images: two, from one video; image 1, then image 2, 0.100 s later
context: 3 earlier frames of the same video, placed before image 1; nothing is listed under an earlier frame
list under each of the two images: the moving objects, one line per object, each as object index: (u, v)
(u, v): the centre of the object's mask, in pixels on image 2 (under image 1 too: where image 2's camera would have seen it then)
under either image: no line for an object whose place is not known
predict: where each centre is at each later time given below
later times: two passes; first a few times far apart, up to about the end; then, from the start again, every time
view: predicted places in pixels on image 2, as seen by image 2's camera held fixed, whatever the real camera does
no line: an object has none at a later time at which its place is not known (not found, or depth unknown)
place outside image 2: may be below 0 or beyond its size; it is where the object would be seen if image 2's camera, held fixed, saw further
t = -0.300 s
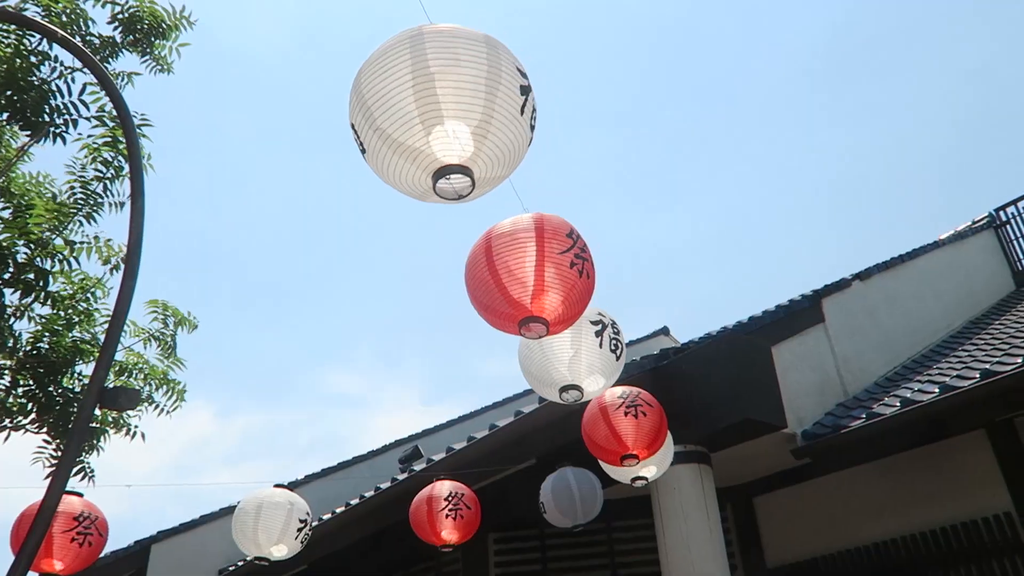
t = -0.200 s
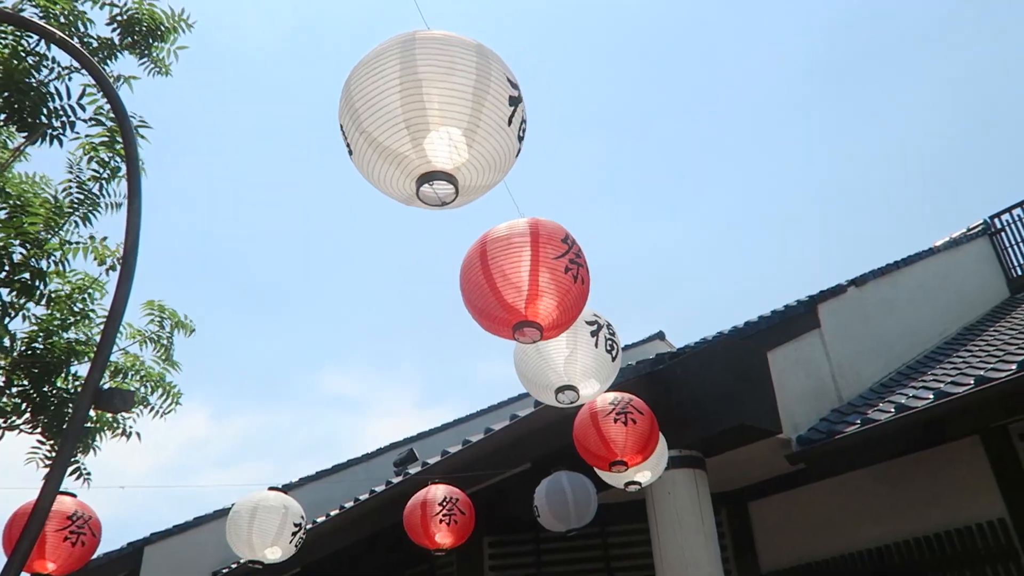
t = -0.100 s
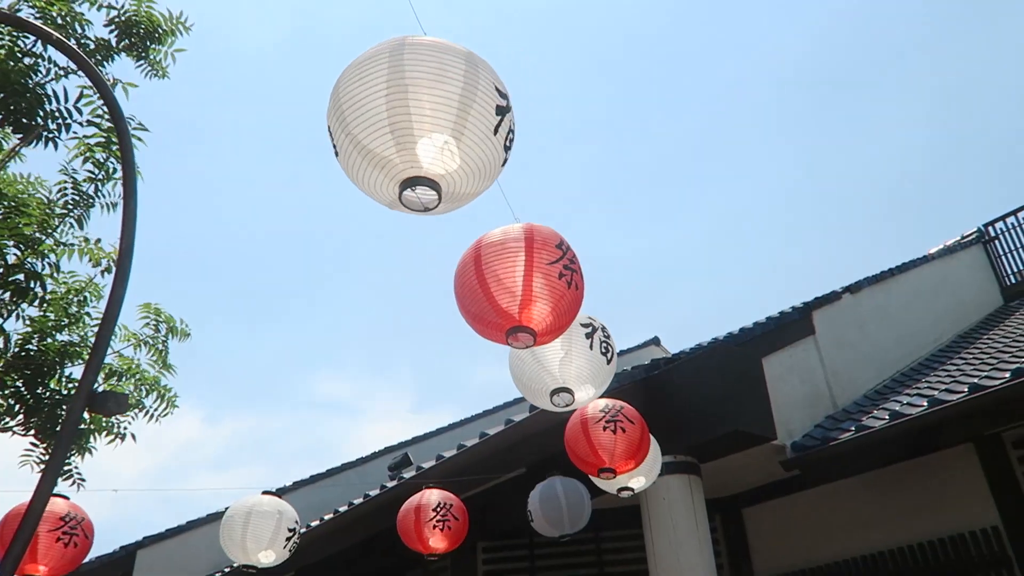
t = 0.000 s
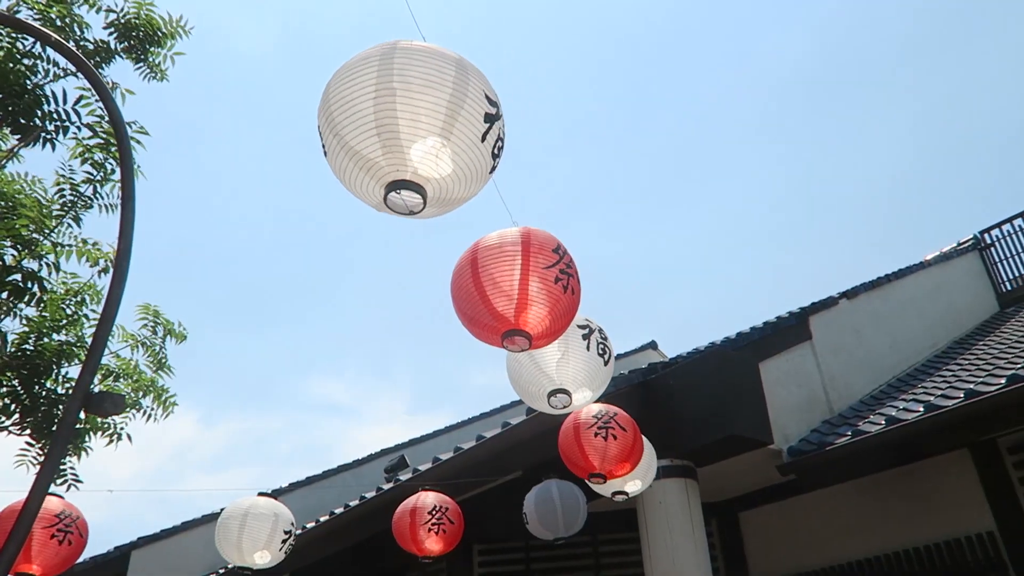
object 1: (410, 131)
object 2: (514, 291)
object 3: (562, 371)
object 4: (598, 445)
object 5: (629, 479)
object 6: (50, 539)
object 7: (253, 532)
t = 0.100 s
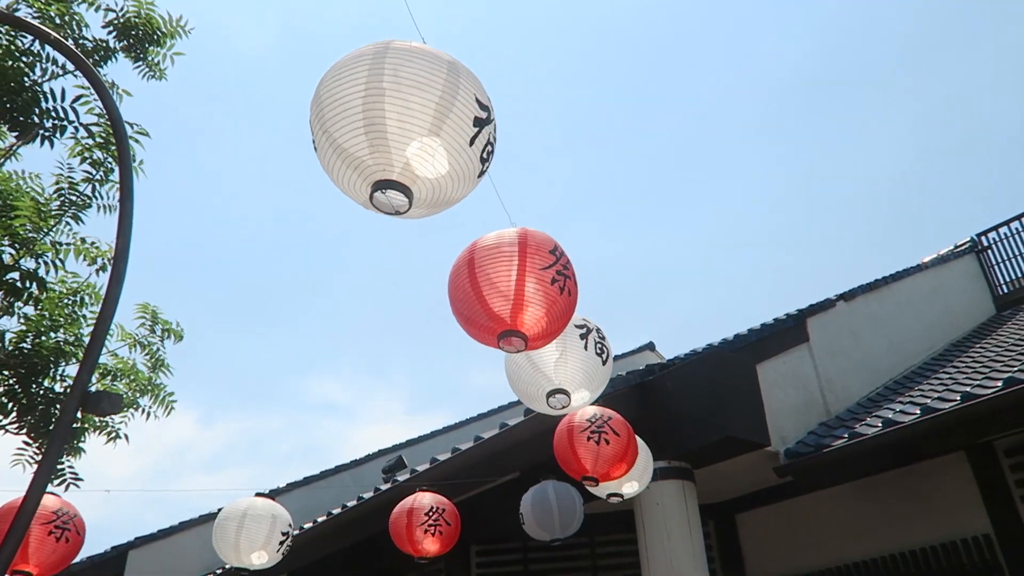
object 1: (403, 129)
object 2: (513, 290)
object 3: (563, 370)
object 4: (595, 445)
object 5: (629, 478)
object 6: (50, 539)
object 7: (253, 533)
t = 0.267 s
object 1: (397, 127)
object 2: (512, 289)
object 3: (565, 369)
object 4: (592, 447)
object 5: (627, 478)
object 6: (51, 538)
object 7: (253, 533)
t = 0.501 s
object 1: (392, 128)
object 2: (508, 290)
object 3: (567, 370)
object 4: (592, 447)
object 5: (626, 479)
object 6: (53, 536)
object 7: (254, 533)
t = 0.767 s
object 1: (398, 127)
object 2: (508, 290)
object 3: (573, 373)
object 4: (596, 449)
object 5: (625, 482)
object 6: (54, 535)
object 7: (257, 530)
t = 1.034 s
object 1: (414, 130)
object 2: (514, 293)
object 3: (577, 377)
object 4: (604, 449)
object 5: (622, 485)
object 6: (53, 536)
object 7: (260, 528)
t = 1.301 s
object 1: (435, 131)
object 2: (522, 295)
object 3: (575, 380)
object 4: (612, 448)
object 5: (624, 486)
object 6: (52, 537)
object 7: (257, 526)
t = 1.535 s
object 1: (457, 128)
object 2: (530, 295)
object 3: (570, 381)
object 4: (615, 445)
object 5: (627, 486)
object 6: (53, 535)
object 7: (251, 525)
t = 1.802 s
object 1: (473, 125)
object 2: (535, 295)
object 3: (562, 381)
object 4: (617, 446)
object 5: (633, 486)
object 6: (54, 536)
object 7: (244, 525)
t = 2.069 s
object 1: (478, 122)
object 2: (535, 293)
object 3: (556, 378)
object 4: (615, 449)
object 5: (635, 485)
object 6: (55, 536)
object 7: (243, 527)
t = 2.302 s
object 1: (473, 124)
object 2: (533, 291)
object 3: (557, 376)
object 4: (609, 450)
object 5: (636, 483)
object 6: (59, 534)
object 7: (247, 529)
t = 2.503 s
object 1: (459, 131)
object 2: (530, 289)
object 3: (561, 376)
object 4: (604, 450)
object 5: (636, 480)
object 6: (61, 532)
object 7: (253, 529)
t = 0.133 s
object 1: (400, 129)
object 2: (512, 290)
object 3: (563, 370)
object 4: (594, 446)
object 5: (628, 478)
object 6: (50, 539)
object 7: (253, 533)
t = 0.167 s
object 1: (399, 129)
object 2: (512, 290)
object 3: (563, 370)
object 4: (593, 446)
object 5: (628, 478)
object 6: (50, 539)
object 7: (253, 533)
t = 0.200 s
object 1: (398, 129)
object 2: (512, 290)
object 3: (563, 370)
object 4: (593, 447)
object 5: (628, 478)
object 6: (50, 539)
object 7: (253, 533)
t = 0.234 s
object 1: (397, 129)
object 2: (512, 290)
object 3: (564, 370)
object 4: (592, 447)
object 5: (628, 478)
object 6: (51, 539)
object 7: (253, 533)
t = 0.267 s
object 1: (397, 127)
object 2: (512, 289)
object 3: (565, 369)
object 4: (592, 447)
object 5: (627, 478)
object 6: (51, 538)
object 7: (253, 533)
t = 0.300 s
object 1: (396, 127)
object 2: (511, 289)
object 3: (565, 369)
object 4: (592, 447)
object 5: (627, 477)
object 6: (52, 538)
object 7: (253, 533)
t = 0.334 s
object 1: (394, 128)
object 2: (510, 290)
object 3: (565, 370)
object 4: (591, 447)
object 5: (627, 477)
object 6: (51, 538)
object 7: (253, 533)
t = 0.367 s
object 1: (393, 129)
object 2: (509, 290)
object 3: (565, 370)
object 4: (591, 447)
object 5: (627, 478)
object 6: (51, 537)
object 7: (253, 533)
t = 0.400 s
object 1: (393, 129)
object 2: (509, 290)
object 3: (566, 370)
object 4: (591, 447)
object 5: (626, 478)
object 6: (52, 537)
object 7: (253, 533)
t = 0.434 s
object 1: (392, 127)
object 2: (509, 290)
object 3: (566, 370)
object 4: (591, 447)
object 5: (626, 478)
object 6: (52, 537)
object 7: (254, 533)
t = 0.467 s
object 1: (392, 128)
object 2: (508, 290)
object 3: (567, 370)
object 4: (592, 447)
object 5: (626, 478)
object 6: (52, 536)
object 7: (254, 533)
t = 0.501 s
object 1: (392, 128)
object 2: (508, 290)
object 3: (567, 370)
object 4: (592, 447)
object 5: (626, 479)
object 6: (53, 536)
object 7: (254, 533)
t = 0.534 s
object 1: (392, 128)
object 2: (507, 290)
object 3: (568, 370)
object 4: (592, 447)
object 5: (626, 479)
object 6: (53, 536)
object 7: (254, 533)
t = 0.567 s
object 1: (392, 129)
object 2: (507, 290)
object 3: (568, 370)
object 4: (592, 447)
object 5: (626, 479)
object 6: (53, 536)
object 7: (255, 533)
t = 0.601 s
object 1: (393, 129)
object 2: (507, 290)
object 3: (569, 371)
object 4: (593, 448)
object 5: (625, 479)
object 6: (53, 536)
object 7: (255, 532)
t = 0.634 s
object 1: (395, 128)
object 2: (508, 289)
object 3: (570, 371)
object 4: (594, 448)
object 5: (625, 480)
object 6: (54, 536)
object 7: (256, 532)
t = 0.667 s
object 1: (395, 128)
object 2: (508, 289)
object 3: (571, 371)
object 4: (595, 448)
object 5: (625, 481)
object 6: (54, 535)
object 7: (256, 531)
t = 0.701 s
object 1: (396, 127)
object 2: (508, 289)
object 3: (572, 372)
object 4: (595, 448)
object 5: (625, 481)
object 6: (55, 535)
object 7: (256, 531)
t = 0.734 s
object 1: (397, 127)
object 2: (508, 289)
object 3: (572, 372)
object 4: (596, 448)
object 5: (625, 481)
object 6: (54, 535)
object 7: (257, 530)
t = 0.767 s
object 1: (398, 127)
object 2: (508, 290)
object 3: (573, 373)
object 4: (596, 449)
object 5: (625, 482)
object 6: (54, 535)
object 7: (257, 530)
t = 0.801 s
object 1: (400, 127)
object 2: (509, 290)
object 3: (574, 373)
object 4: (597, 449)
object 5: (624, 482)
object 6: (54, 535)
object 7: (258, 530)
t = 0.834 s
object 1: (400, 127)
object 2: (509, 290)
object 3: (574, 374)
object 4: (598, 449)
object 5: (624, 483)
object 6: (53, 535)
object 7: (258, 529)
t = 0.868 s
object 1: (402, 127)
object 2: (509, 291)
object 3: (575, 374)
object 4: (599, 449)
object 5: (624, 483)
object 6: (53, 535)
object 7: (258, 529)
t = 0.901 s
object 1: (403, 129)
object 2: (509, 292)
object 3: (575, 375)
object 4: (600, 450)
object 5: (623, 484)
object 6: (52, 536)
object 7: (259, 530)
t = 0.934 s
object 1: (405, 130)
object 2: (510, 292)
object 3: (575, 376)
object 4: (601, 450)
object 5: (623, 484)
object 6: (52, 537)
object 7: (259, 530)
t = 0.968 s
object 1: (408, 130)
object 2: (511, 292)
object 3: (576, 376)
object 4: (602, 450)
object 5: (622, 485)
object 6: (53, 537)
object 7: (259, 529)
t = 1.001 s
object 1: (411, 130)
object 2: (513, 292)
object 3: (576, 376)
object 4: (603, 449)
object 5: (622, 485)
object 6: (53, 537)
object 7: (260, 529)
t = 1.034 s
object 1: (414, 130)
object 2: (514, 293)
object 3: (577, 377)
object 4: (604, 449)
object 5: (622, 485)
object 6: (53, 536)
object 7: (260, 528)
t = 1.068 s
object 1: (416, 130)
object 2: (515, 293)
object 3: (577, 377)
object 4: (605, 449)
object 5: (622, 486)
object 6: (53, 536)
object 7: (260, 528)
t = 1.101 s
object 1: (419, 131)
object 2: (516, 293)
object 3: (577, 377)
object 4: (606, 449)
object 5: (622, 486)
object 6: (53, 537)
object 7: (260, 528)
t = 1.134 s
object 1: (422, 131)
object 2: (517, 293)
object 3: (577, 378)
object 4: (607, 449)
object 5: (622, 486)
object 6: (53, 537)
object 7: (260, 527)
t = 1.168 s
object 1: (424, 130)
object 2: (518, 293)
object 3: (577, 378)
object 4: (608, 449)
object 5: (622, 486)
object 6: (53, 537)
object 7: (260, 527)
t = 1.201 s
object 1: (427, 130)
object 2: (519, 293)
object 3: (577, 378)
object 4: (609, 448)
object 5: (623, 485)
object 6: (53, 536)
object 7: (259, 526)
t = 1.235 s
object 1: (429, 130)
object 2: (520, 294)
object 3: (576, 379)
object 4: (610, 448)
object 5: (623, 486)
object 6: (52, 536)
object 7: (258, 526)
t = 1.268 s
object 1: (435, 130)
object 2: (523, 294)
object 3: (577, 379)
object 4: (611, 448)
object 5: (623, 486)
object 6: (53, 536)
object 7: (258, 526)
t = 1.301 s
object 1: (435, 131)
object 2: (522, 295)
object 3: (575, 380)
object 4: (612, 448)
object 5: (624, 486)
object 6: (52, 537)
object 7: (257, 526)
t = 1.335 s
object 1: (438, 131)
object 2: (524, 295)
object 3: (575, 380)
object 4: (612, 447)
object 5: (624, 486)
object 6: (52, 537)
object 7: (256, 526)
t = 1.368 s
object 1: (442, 130)
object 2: (525, 295)
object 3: (574, 380)
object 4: (613, 447)
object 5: (624, 485)
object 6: (52, 536)
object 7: (256, 526)
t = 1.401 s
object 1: (445, 129)
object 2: (526, 295)
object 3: (573, 380)
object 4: (614, 446)
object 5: (625, 486)
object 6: (52, 535)
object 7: (255, 525)
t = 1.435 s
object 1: (448, 130)
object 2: (527, 295)
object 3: (573, 381)
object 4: (614, 446)
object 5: (625, 485)
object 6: (52, 535)
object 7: (254, 525)
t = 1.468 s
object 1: (451, 129)
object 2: (528, 295)
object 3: (572, 381)
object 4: (615, 446)
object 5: (626, 486)
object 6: (52, 535)
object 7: (253, 525)
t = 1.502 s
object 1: (454, 129)
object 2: (529, 295)
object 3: (571, 381)
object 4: (615, 446)
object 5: (627, 486)
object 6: (53, 535)
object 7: (252, 525)
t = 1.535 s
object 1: (457, 128)
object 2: (530, 295)
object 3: (570, 381)
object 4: (615, 445)
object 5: (627, 486)
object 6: (53, 535)
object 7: (251, 525)
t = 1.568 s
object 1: (460, 128)
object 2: (531, 295)
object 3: (569, 381)
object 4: (616, 445)
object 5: (628, 486)
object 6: (53, 535)
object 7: (250, 524)
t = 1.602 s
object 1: (461, 128)
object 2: (531, 295)
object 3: (568, 381)
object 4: (616, 445)
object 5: (629, 486)
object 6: (53, 535)
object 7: (249, 524)
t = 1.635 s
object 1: (464, 128)
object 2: (532, 296)
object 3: (566, 381)
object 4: (617, 445)
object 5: (630, 486)
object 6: (53, 535)
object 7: (248, 524)
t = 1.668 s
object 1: (466, 128)
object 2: (533, 296)
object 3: (565, 381)
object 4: (617, 446)
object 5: (630, 486)
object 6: (53, 536)
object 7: (247, 524)
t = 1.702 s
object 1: (468, 126)
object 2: (533, 295)
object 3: (565, 381)
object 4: (617, 446)
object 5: (631, 486)
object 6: (53, 535)
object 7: (246, 524)
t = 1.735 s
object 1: (470, 126)
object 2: (534, 295)
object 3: (564, 381)
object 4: (617, 446)
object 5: (631, 486)
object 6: (54, 534)
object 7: (246, 524)
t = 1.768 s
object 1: (472, 126)
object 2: (534, 295)
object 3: (563, 381)
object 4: (617, 446)
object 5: (632, 486)
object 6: (54, 535)
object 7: (245, 524)
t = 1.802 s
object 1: (473, 125)
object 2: (535, 295)
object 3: (562, 381)
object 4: (617, 446)
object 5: (633, 486)
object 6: (54, 536)
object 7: (244, 525)
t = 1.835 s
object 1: (475, 125)
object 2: (535, 295)
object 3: (561, 380)
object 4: (617, 446)
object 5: (634, 485)
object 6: (54, 536)
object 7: (244, 525)
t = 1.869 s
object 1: (476, 124)
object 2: (535, 295)
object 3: (560, 380)
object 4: (617, 447)
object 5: (634, 485)
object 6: (54, 536)
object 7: (243, 525)
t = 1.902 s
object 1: (477, 123)
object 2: (536, 295)
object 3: (560, 380)
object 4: (617, 447)
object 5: (635, 485)
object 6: (54, 536)
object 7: (243, 526)
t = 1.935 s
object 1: (478, 123)
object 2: (536, 295)
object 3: (559, 379)
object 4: (617, 447)
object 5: (635, 485)
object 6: (54, 536)
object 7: (243, 526)
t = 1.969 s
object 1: (479, 123)
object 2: (536, 295)
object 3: (558, 379)
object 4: (616, 448)
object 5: (635, 485)
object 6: (54, 536)
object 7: (242, 526)
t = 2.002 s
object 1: (479, 123)
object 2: (536, 294)
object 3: (557, 378)
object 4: (616, 448)
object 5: (635, 485)
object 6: (54, 536)
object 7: (242, 526)
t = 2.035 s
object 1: (479, 122)
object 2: (535, 294)
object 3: (557, 378)
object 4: (615, 448)
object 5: (635, 485)
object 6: (54, 536)
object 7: (242, 527)
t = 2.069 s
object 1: (478, 122)
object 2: (535, 293)
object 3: (556, 378)
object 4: (615, 449)
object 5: (635, 485)
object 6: (55, 536)
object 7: (243, 527)
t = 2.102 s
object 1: (478, 122)
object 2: (535, 293)
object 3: (556, 377)
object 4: (614, 449)
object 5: (636, 484)
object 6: (55, 536)
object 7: (243, 527)
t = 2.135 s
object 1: (478, 123)
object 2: (534, 293)
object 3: (556, 378)
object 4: (613, 450)
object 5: (636, 484)
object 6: (55, 536)
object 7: (244, 528)
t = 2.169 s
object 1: (477, 124)
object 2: (534, 294)
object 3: (555, 378)
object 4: (613, 450)
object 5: (636, 484)
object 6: (55, 537)
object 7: (244, 529)
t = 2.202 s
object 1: (478, 122)
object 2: (535, 292)
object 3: (556, 377)
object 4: (612, 450)
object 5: (636, 484)
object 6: (57, 535)
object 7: (245, 528)
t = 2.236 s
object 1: (476, 124)
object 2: (534, 292)
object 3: (556, 377)
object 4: (611, 450)
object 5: (636, 484)
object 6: (57, 536)
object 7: (246, 529)
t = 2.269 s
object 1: (475, 124)
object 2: (534, 291)
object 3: (557, 377)
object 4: (610, 450)
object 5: (637, 483)
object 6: (58, 535)
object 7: (247, 529)
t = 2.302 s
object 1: (473, 124)
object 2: (533, 291)
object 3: (557, 376)
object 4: (609, 450)
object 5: (636, 483)
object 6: (59, 534)
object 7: (247, 529)
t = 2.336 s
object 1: (471, 126)
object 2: (533, 290)
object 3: (557, 376)
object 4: (608, 450)
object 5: (637, 482)
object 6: (59, 534)
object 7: (248, 529)
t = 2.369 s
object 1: (468, 128)
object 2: (532, 290)
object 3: (557, 377)
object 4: (607, 450)
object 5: (636, 482)
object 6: (59, 534)
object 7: (249, 529)
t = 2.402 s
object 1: (467, 129)
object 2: (532, 290)
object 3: (558, 376)
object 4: (607, 450)
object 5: (636, 482)
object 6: (60, 533)
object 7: (250, 529)
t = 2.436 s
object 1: (465, 130)
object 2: (531, 289)
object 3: (559, 376)
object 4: (605, 450)
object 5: (636, 481)
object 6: (60, 533)
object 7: (251, 529)
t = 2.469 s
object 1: (462, 130)
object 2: (530, 289)
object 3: (560, 376)
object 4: (604, 450)
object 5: (636, 481)
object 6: (61, 533)
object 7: (252, 529)
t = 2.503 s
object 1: (459, 131)
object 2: (530, 289)
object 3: (561, 376)
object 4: (604, 450)
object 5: (636, 480)
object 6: (61, 532)
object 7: (253, 529)
